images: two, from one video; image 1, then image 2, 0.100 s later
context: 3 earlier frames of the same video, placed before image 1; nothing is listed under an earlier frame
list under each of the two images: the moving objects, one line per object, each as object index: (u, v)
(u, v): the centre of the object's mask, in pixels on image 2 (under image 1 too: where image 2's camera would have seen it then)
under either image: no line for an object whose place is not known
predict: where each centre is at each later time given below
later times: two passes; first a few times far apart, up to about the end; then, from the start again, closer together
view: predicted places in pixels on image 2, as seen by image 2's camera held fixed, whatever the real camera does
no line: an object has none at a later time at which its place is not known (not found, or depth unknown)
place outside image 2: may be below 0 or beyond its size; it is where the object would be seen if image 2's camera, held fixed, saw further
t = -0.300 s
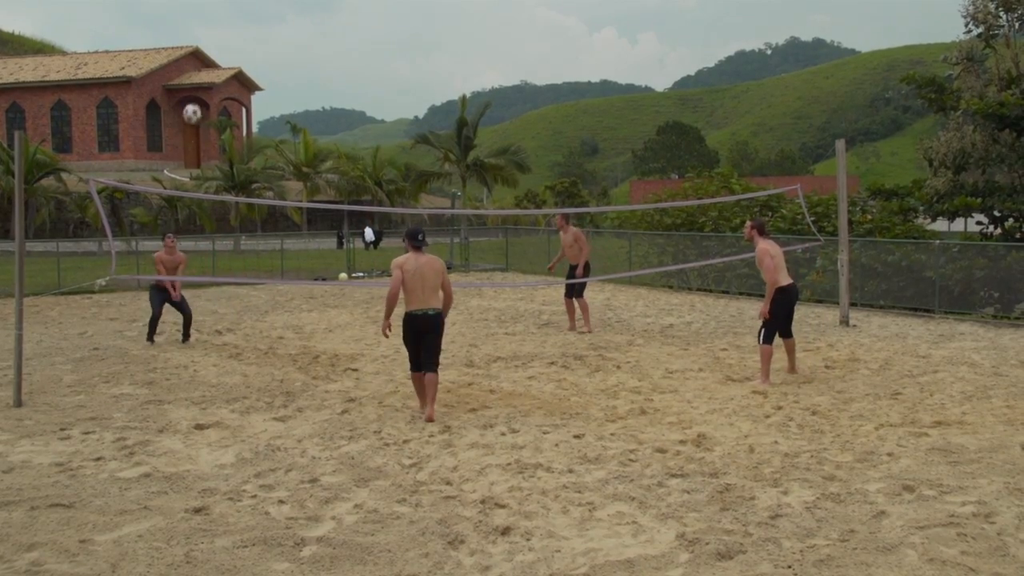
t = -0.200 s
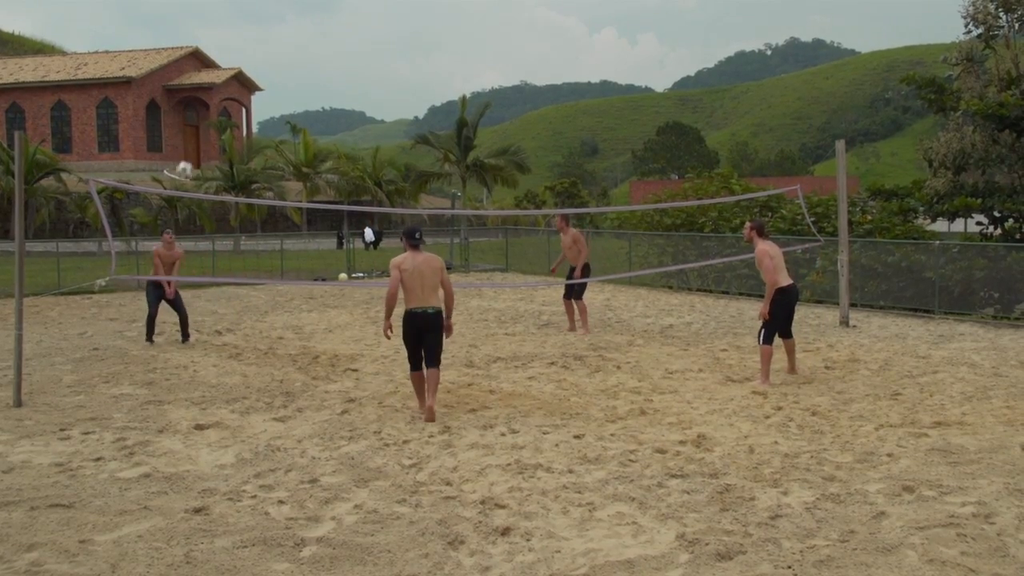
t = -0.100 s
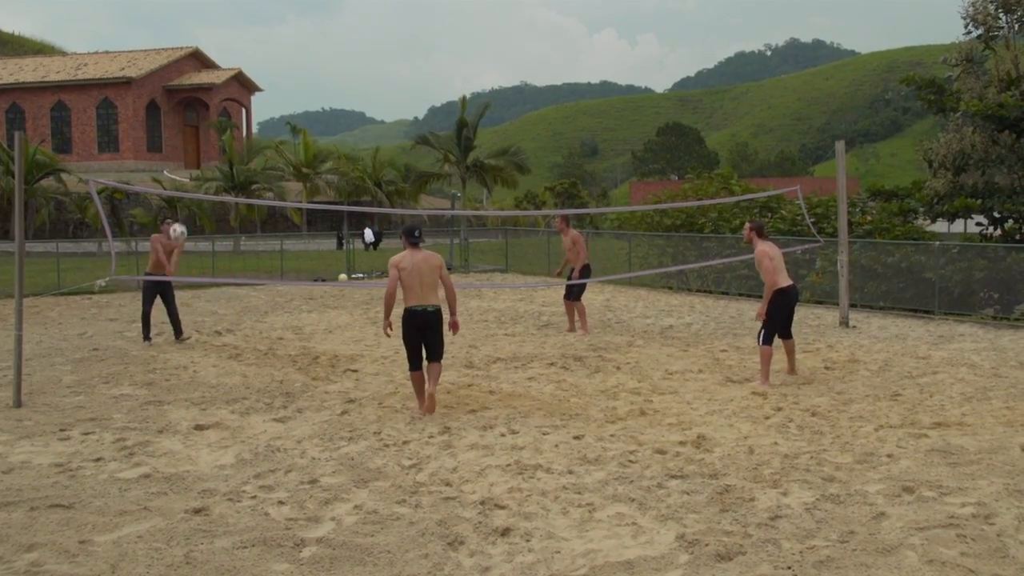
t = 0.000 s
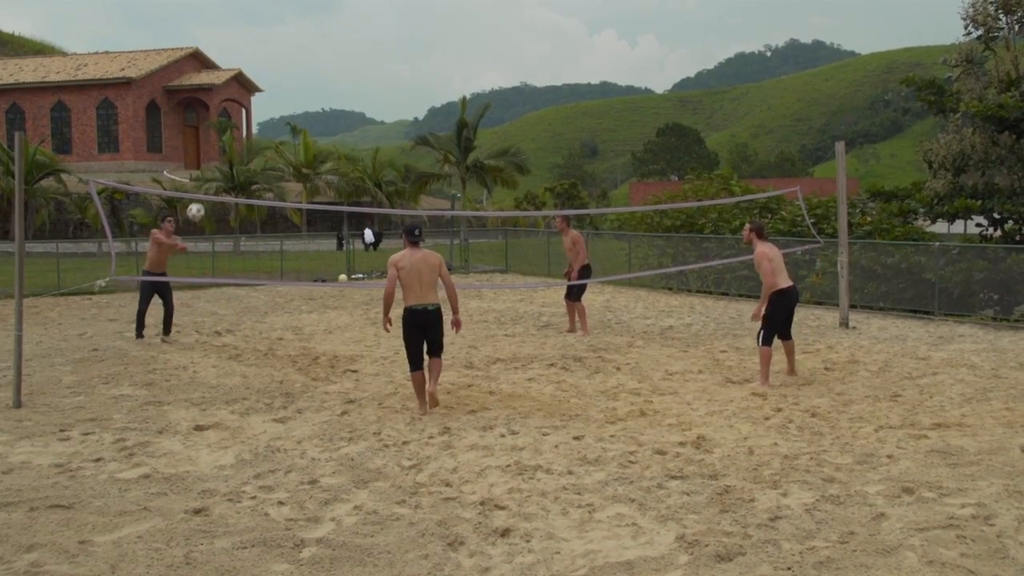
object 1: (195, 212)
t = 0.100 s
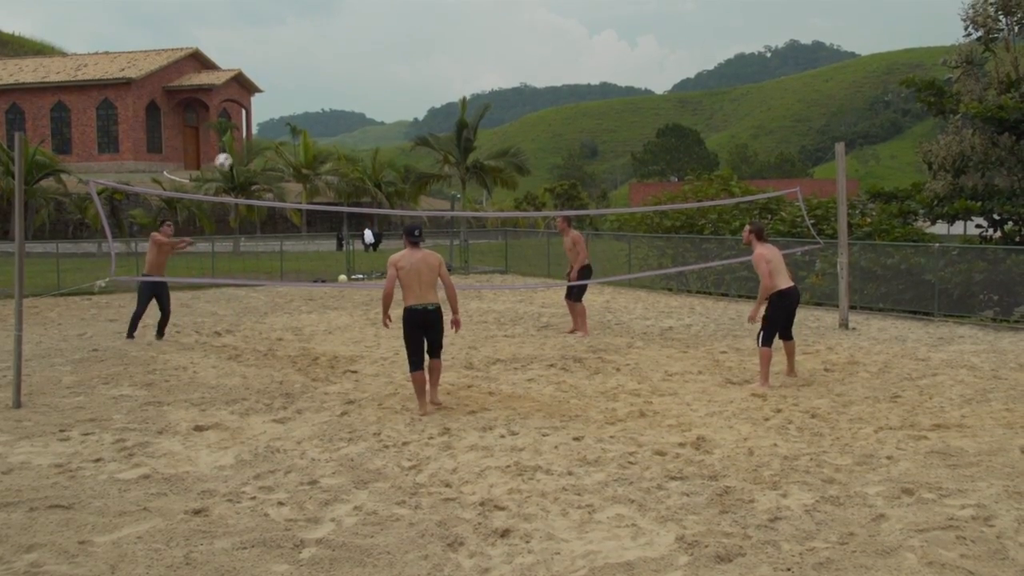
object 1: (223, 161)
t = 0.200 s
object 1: (251, 120)
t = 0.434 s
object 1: (317, 51)
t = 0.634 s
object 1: (373, 24)
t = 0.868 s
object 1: (438, 30)
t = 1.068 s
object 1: (492, 68)
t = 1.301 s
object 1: (554, 146)
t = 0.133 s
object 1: (232, 146)
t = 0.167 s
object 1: (241, 132)
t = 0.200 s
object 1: (251, 120)
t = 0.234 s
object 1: (261, 107)
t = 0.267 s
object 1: (270, 96)
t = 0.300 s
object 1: (280, 85)
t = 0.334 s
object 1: (289, 76)
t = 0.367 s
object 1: (298, 67)
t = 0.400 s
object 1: (307, 59)
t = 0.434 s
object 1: (317, 51)
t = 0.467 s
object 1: (326, 44)
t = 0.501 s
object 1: (335, 39)
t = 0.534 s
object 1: (344, 34)
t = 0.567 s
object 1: (354, 30)
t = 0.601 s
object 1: (363, 26)
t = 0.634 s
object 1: (373, 24)
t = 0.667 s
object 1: (382, 22)
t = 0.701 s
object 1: (392, 21)
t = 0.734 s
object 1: (401, 21)
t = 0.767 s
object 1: (410, 22)
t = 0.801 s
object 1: (419, 24)
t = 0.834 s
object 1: (429, 27)
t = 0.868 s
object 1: (438, 30)
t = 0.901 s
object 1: (447, 35)
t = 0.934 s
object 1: (456, 40)
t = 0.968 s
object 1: (466, 46)
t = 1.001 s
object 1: (474, 53)
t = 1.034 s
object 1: (483, 60)
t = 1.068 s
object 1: (492, 68)
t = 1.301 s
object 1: (554, 146)
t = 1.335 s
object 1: (563, 160)
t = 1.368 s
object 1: (571, 176)
